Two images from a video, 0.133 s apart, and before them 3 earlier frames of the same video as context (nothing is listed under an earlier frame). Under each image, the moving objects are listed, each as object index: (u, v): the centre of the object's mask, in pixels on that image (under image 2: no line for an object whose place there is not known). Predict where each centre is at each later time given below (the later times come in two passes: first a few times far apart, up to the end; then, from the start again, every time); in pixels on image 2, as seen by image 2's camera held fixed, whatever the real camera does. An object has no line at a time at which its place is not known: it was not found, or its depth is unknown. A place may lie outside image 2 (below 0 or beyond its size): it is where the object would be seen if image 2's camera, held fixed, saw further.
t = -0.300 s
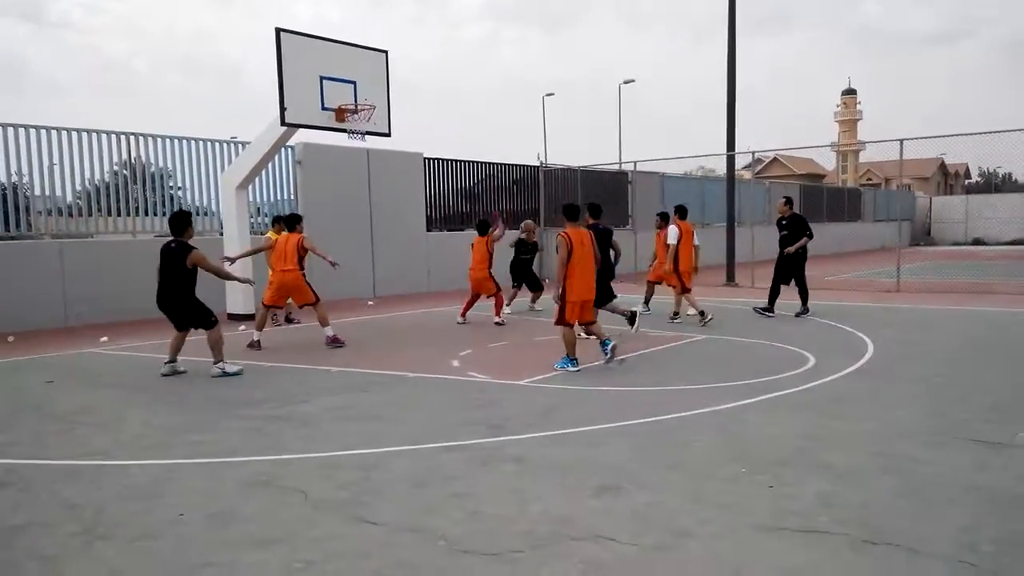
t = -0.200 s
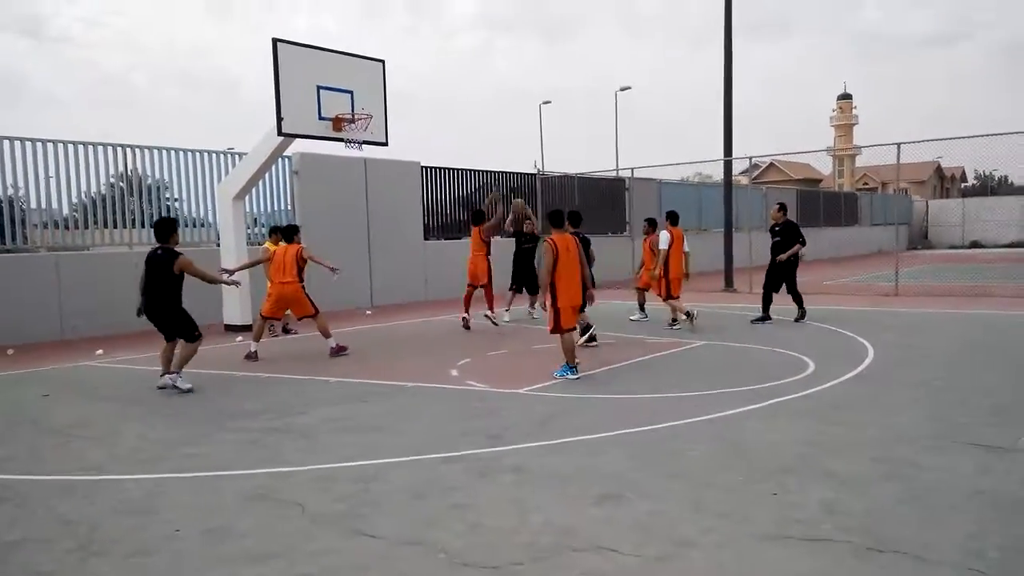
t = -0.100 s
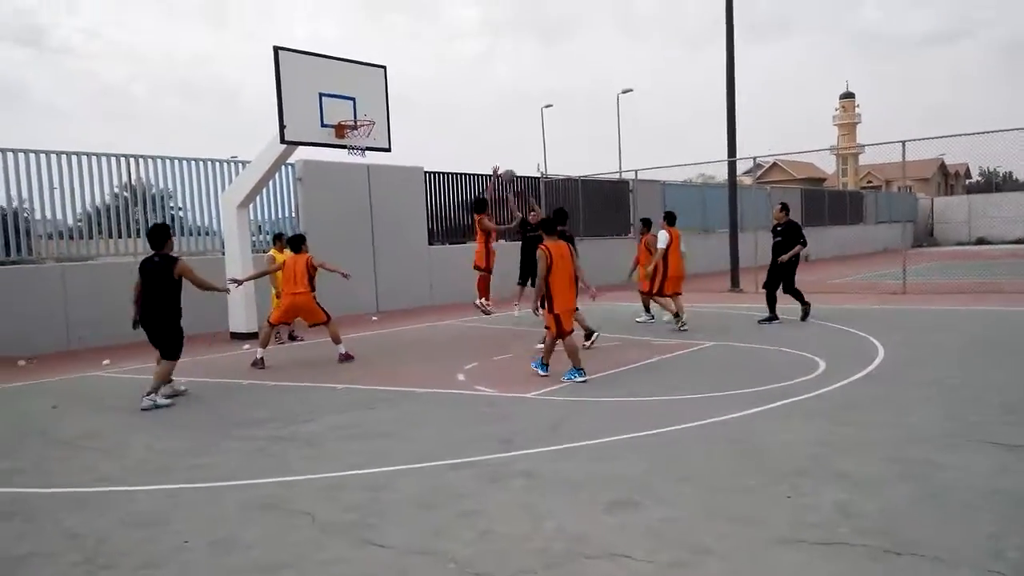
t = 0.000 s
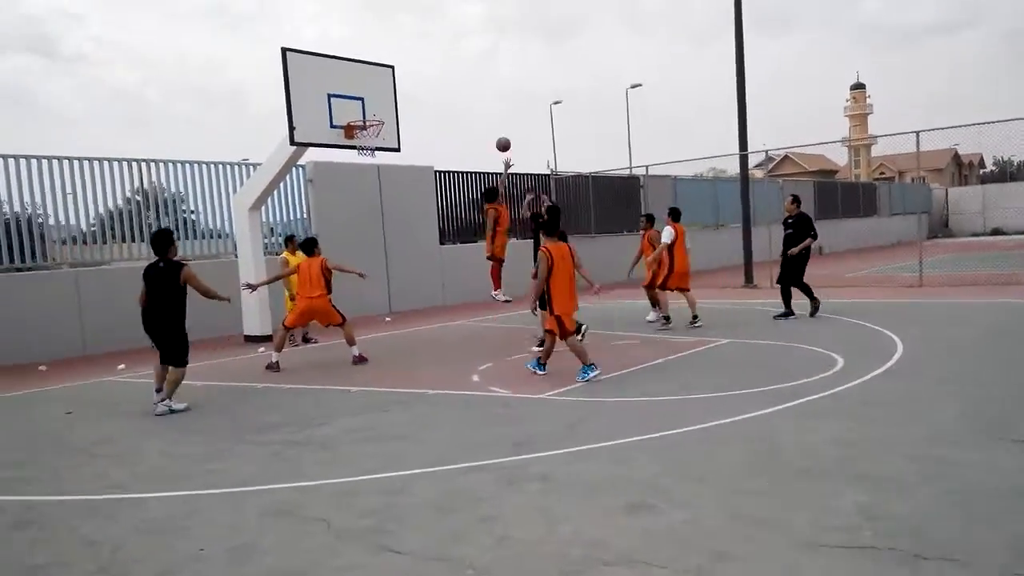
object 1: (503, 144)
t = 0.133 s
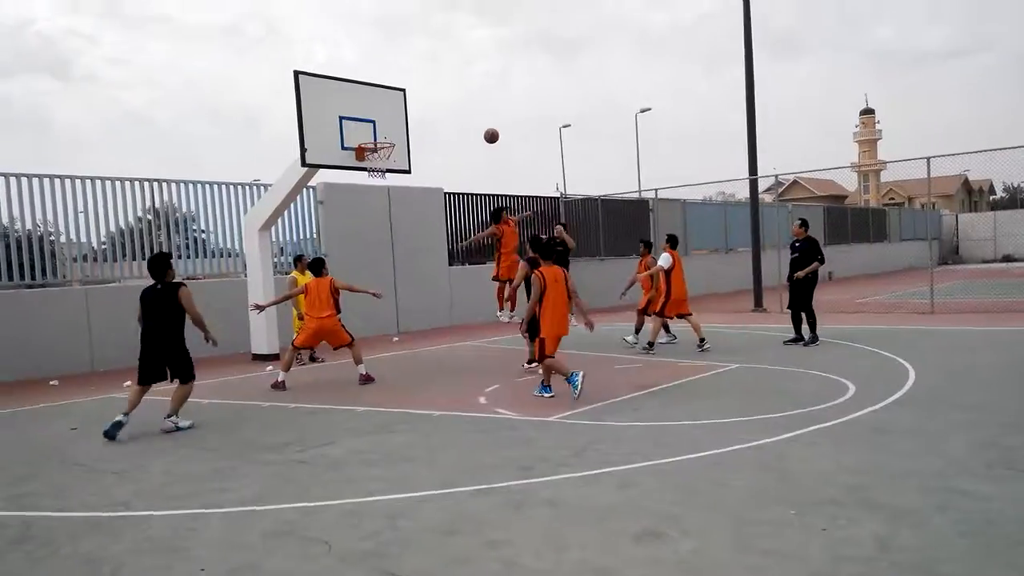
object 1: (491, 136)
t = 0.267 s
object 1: (468, 114)
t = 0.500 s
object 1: (431, 104)
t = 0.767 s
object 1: (388, 140)
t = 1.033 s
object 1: (407, 116)
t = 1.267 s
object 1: (437, 136)
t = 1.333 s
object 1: (445, 149)
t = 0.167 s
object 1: (485, 131)
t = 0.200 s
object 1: (479, 125)
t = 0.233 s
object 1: (474, 119)
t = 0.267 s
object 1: (468, 114)
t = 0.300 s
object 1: (463, 109)
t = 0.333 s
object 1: (458, 107)
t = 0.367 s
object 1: (452, 105)
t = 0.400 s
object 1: (447, 104)
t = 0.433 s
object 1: (442, 103)
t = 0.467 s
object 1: (436, 103)
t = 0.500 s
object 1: (431, 104)
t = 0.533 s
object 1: (426, 105)
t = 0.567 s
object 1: (421, 108)
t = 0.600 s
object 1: (416, 111)
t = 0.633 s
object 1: (409, 116)
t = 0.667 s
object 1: (403, 121)
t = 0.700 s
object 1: (398, 127)
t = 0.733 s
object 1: (393, 133)
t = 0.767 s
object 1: (388, 140)
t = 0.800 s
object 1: (386, 134)
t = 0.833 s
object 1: (386, 129)
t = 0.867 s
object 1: (387, 126)
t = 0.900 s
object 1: (391, 122)
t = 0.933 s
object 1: (395, 120)
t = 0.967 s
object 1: (399, 118)
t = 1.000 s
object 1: (403, 117)
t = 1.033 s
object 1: (407, 116)
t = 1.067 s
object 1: (411, 116)
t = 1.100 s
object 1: (416, 118)
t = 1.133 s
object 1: (420, 120)
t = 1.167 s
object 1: (424, 122)
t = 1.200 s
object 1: (428, 126)
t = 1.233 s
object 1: (433, 130)
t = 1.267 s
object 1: (437, 136)
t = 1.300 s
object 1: (441, 142)
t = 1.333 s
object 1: (445, 149)
